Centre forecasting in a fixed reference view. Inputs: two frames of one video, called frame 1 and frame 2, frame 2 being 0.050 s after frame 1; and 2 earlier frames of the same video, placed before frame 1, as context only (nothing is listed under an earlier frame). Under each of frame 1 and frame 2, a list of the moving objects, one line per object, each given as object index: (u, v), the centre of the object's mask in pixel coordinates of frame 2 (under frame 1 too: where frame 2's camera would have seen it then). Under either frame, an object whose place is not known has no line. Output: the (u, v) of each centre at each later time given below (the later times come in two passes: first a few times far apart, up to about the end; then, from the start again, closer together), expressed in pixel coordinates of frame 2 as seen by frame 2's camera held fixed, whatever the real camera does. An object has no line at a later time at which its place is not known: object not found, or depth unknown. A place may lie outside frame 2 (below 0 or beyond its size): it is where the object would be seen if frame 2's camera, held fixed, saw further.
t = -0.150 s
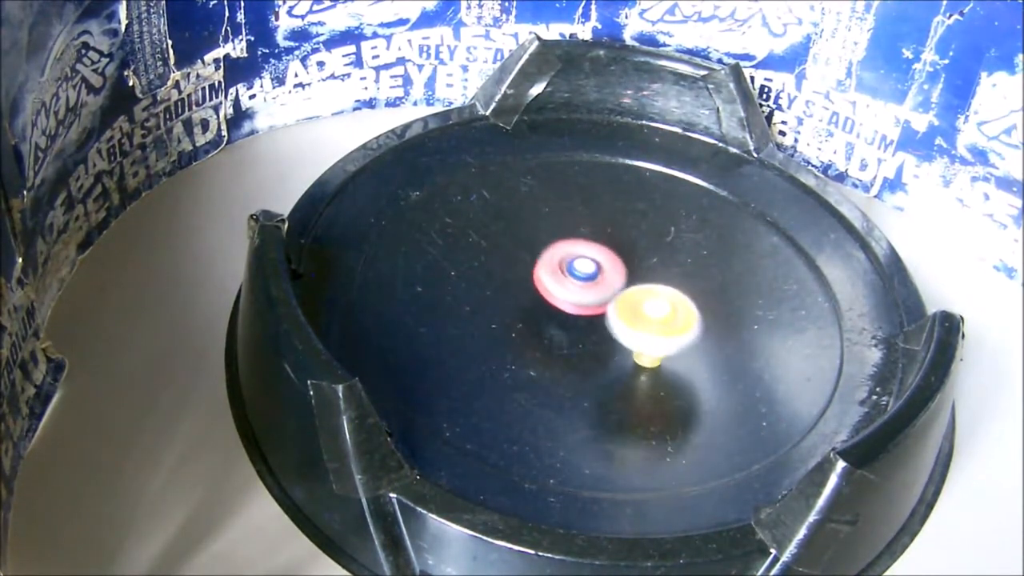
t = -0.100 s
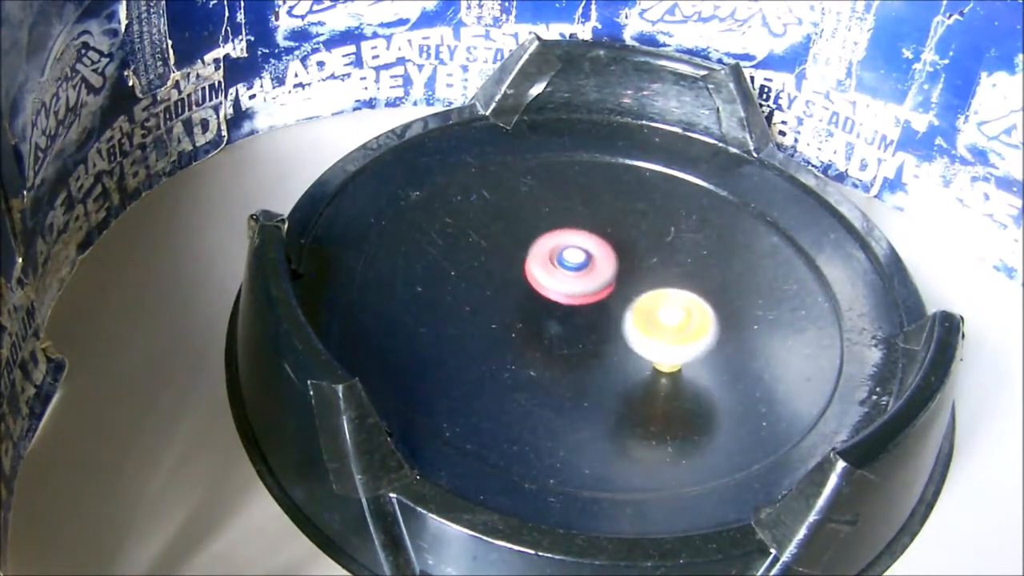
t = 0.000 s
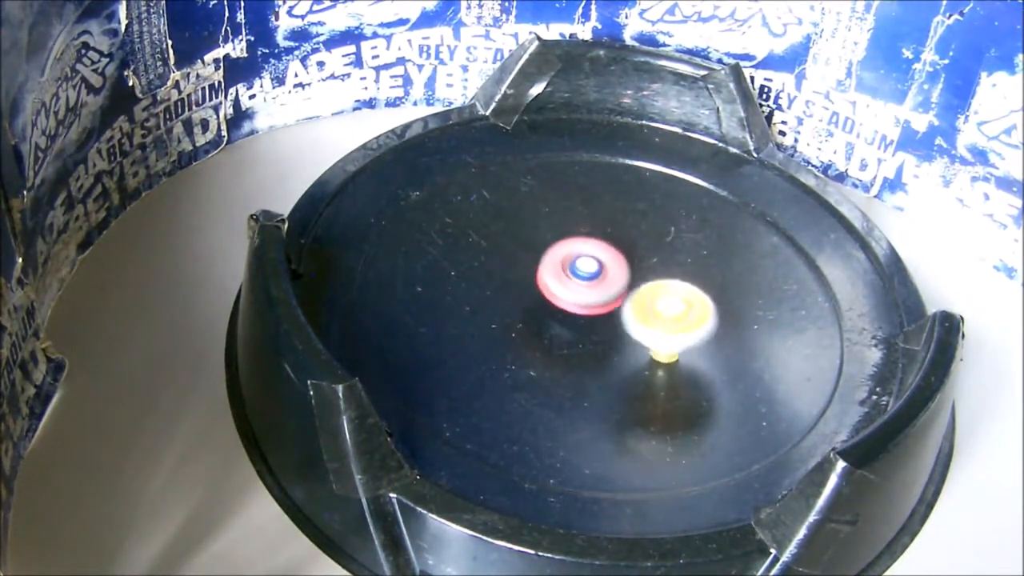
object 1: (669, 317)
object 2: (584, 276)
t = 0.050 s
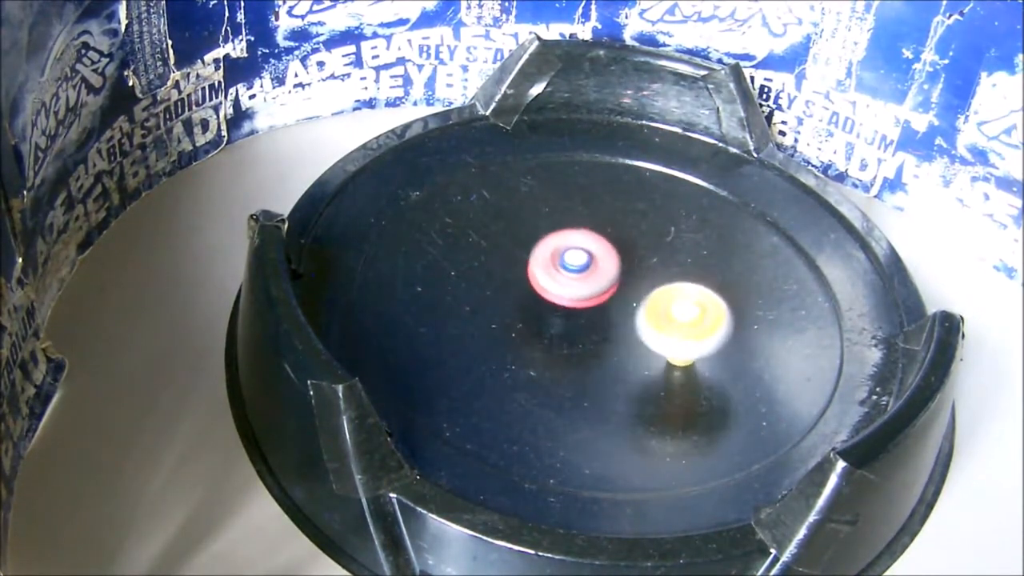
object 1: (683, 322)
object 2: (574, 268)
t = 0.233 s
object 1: (678, 311)
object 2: (579, 276)
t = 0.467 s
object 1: (681, 302)
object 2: (564, 282)
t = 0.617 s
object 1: (666, 304)
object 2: (569, 286)
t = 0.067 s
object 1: (684, 322)
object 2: (572, 268)
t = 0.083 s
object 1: (685, 321)
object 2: (572, 268)
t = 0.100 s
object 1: (686, 320)
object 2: (574, 269)
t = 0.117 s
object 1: (686, 319)
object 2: (576, 270)
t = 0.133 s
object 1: (685, 318)
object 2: (577, 271)
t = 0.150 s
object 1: (684, 316)
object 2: (578, 272)
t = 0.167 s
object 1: (683, 315)
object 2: (580, 273)
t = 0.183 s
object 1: (680, 314)
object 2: (582, 274)
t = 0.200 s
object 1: (676, 312)
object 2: (584, 276)
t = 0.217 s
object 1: (672, 310)
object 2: (585, 278)
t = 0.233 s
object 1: (678, 311)
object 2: (579, 276)
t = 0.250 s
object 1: (682, 311)
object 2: (574, 274)
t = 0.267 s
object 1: (681, 311)
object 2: (572, 273)
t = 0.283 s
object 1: (680, 310)
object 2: (572, 275)
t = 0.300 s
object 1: (679, 309)
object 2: (572, 277)
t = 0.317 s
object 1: (676, 307)
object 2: (574, 278)
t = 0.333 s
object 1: (673, 306)
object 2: (577, 280)
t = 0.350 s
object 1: (671, 304)
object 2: (579, 282)
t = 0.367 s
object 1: (675, 304)
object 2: (577, 282)
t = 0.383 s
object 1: (675, 303)
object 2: (575, 281)
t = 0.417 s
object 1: (672, 301)
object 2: (576, 283)
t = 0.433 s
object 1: (674, 301)
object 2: (573, 283)
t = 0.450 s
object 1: (680, 302)
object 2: (566, 281)
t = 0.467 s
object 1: (681, 302)
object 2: (564, 282)
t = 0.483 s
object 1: (681, 302)
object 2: (564, 283)
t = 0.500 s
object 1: (680, 302)
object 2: (566, 284)
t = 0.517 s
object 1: (679, 301)
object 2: (569, 284)
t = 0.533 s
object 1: (677, 301)
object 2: (571, 285)
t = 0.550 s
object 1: (674, 301)
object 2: (573, 286)
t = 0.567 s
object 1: (671, 302)
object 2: (575, 286)
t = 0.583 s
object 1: (671, 303)
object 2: (572, 285)
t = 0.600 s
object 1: (668, 304)
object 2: (571, 286)
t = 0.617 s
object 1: (666, 304)
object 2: (569, 286)
